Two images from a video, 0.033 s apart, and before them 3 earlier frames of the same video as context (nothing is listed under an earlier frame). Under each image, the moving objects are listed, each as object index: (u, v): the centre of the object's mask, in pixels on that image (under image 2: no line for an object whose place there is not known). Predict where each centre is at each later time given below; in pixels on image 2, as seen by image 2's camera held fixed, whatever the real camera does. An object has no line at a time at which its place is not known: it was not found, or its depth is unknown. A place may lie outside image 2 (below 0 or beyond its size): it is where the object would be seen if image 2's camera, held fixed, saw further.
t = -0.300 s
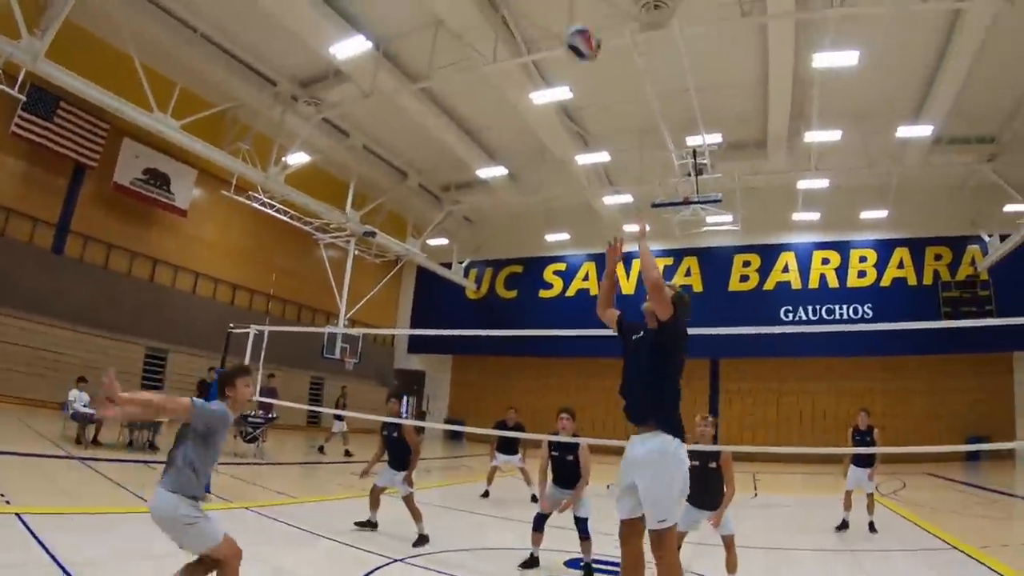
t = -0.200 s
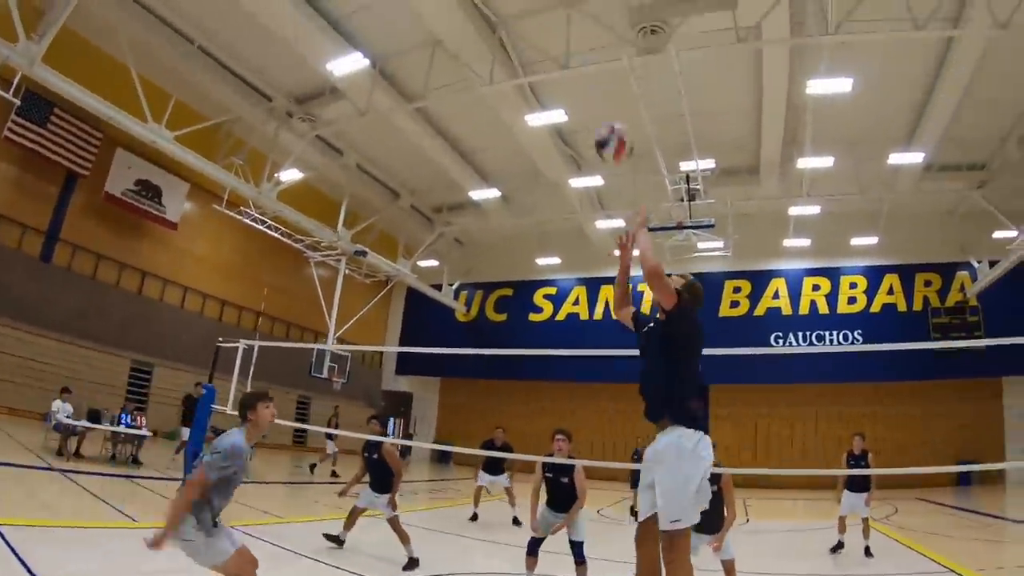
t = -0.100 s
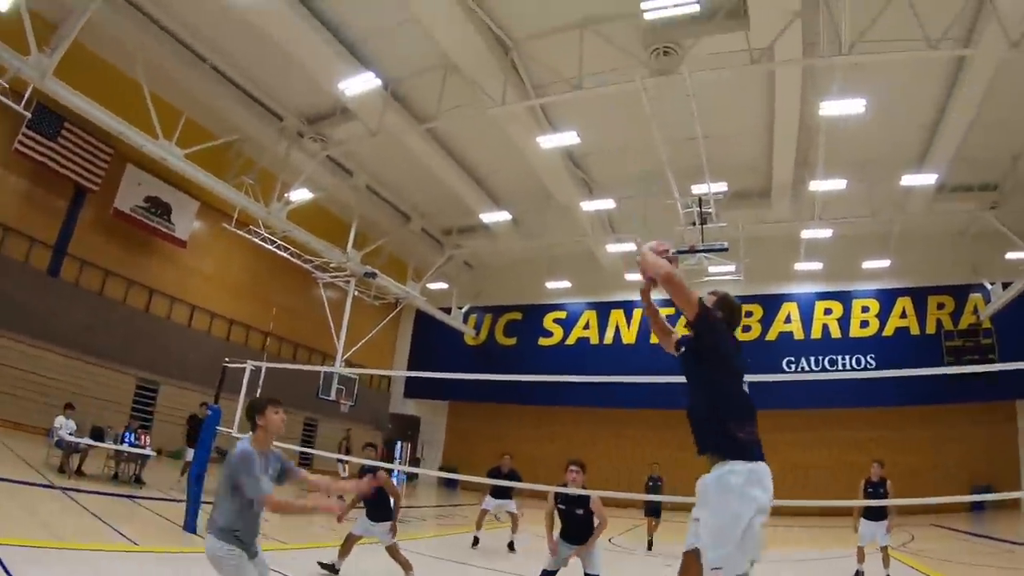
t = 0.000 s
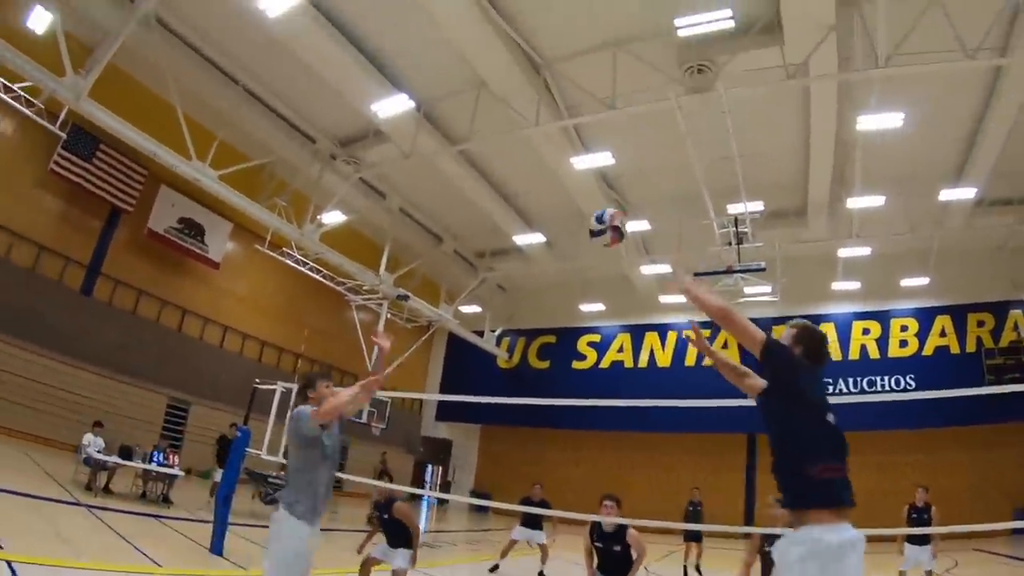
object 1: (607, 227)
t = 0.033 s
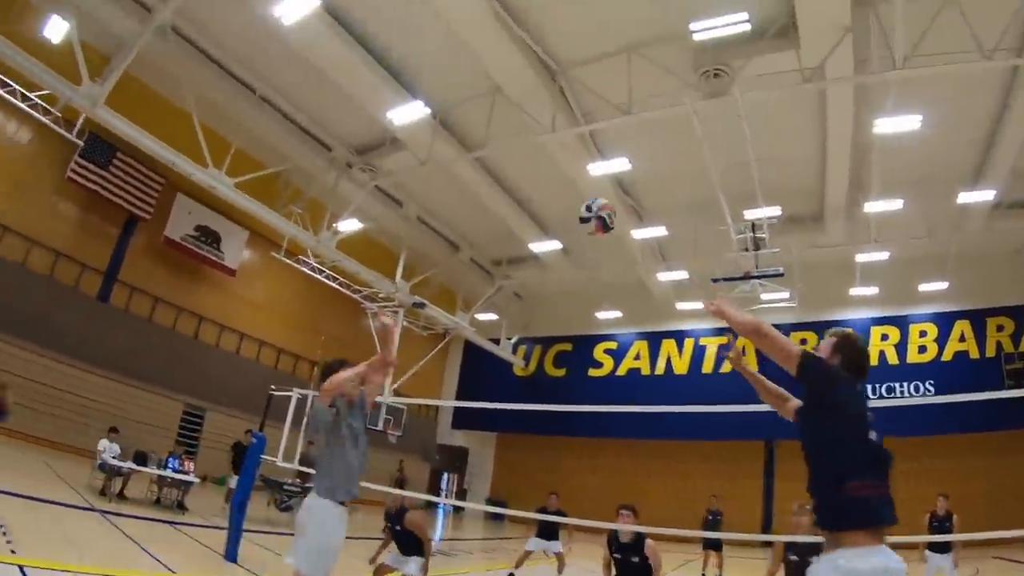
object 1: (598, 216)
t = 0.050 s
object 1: (586, 209)
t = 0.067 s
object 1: (575, 203)
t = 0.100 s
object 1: (554, 192)
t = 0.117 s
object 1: (544, 188)
